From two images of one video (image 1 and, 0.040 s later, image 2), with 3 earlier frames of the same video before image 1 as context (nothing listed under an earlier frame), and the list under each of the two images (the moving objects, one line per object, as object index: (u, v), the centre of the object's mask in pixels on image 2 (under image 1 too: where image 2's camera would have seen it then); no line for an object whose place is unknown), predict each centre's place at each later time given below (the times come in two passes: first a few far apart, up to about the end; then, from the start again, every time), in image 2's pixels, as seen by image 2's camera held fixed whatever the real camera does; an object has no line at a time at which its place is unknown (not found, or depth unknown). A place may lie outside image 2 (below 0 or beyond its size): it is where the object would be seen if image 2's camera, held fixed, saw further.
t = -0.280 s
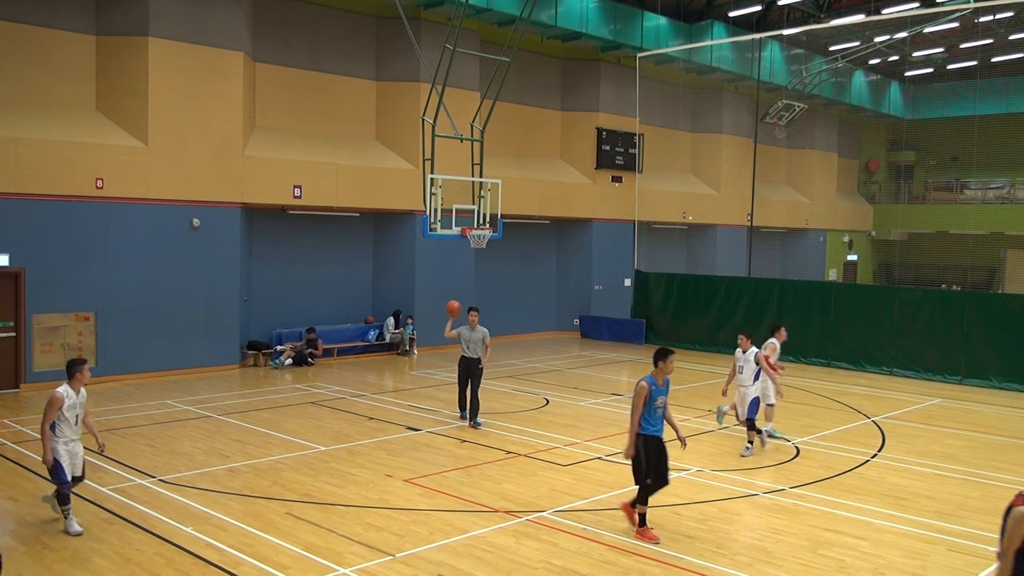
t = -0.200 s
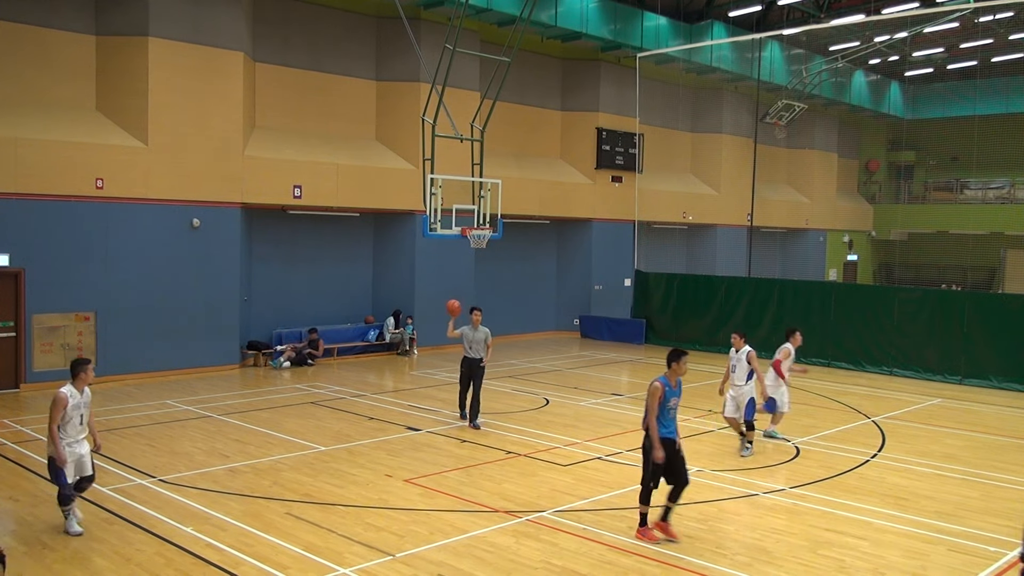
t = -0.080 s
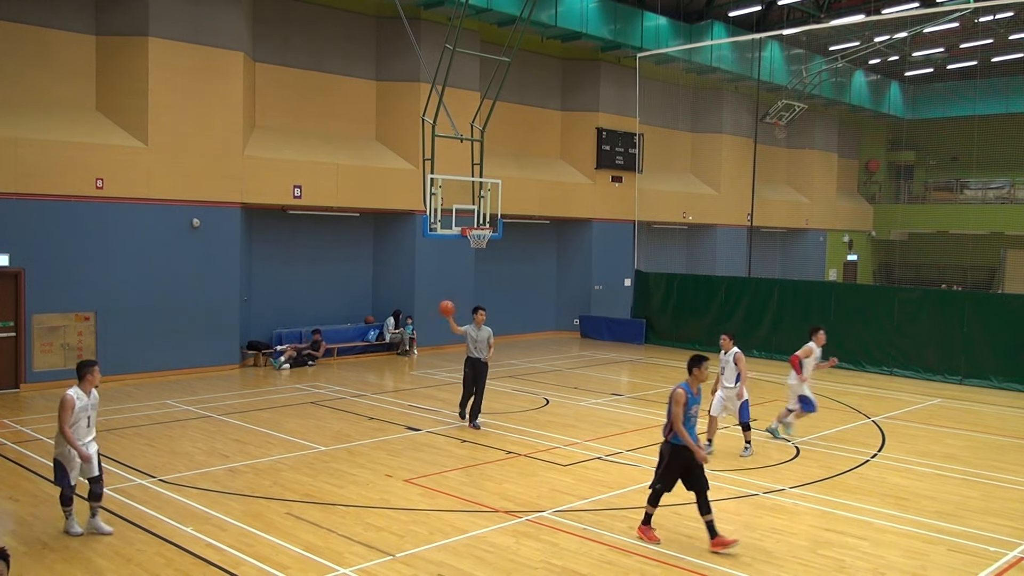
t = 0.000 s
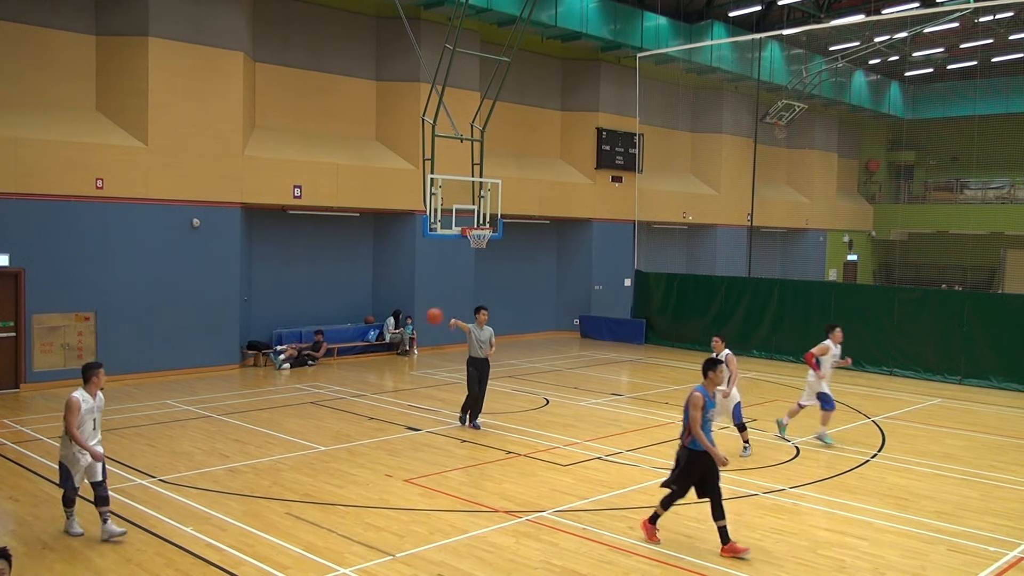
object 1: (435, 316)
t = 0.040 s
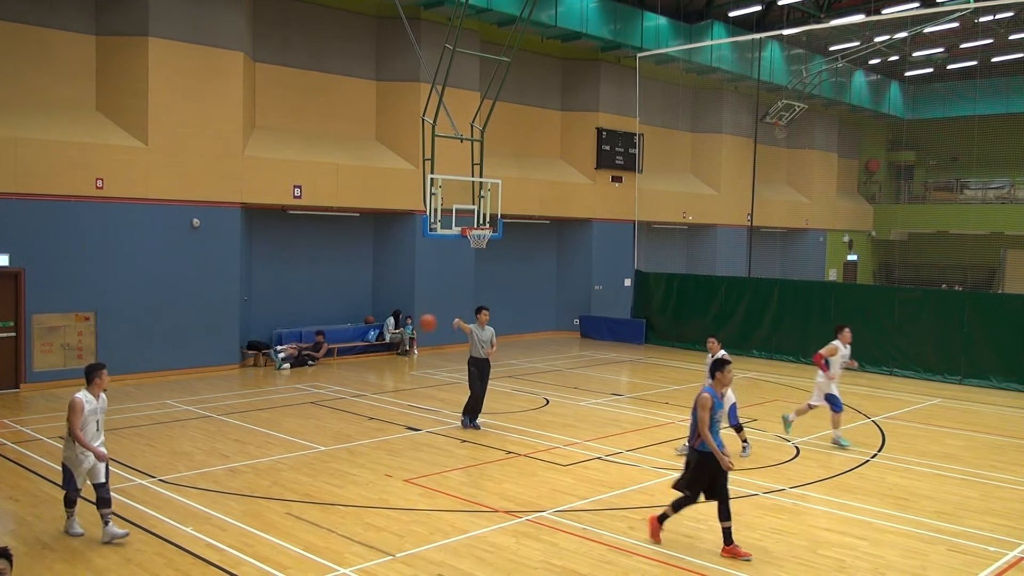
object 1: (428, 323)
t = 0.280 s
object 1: (381, 393)
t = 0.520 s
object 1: (326, 486)
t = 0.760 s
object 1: (289, 430)
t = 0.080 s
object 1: (421, 330)
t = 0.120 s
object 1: (415, 339)
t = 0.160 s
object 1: (406, 350)
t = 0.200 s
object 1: (399, 362)
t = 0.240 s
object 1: (390, 377)
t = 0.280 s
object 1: (381, 393)
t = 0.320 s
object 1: (372, 412)
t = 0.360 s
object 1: (362, 433)
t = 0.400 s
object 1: (352, 456)
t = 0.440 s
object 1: (341, 482)
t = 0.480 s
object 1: (332, 500)
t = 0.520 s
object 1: (326, 486)
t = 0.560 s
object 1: (321, 474)
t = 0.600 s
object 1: (315, 462)
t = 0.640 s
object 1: (308, 452)
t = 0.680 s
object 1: (302, 444)
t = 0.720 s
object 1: (296, 436)
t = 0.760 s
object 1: (289, 430)
